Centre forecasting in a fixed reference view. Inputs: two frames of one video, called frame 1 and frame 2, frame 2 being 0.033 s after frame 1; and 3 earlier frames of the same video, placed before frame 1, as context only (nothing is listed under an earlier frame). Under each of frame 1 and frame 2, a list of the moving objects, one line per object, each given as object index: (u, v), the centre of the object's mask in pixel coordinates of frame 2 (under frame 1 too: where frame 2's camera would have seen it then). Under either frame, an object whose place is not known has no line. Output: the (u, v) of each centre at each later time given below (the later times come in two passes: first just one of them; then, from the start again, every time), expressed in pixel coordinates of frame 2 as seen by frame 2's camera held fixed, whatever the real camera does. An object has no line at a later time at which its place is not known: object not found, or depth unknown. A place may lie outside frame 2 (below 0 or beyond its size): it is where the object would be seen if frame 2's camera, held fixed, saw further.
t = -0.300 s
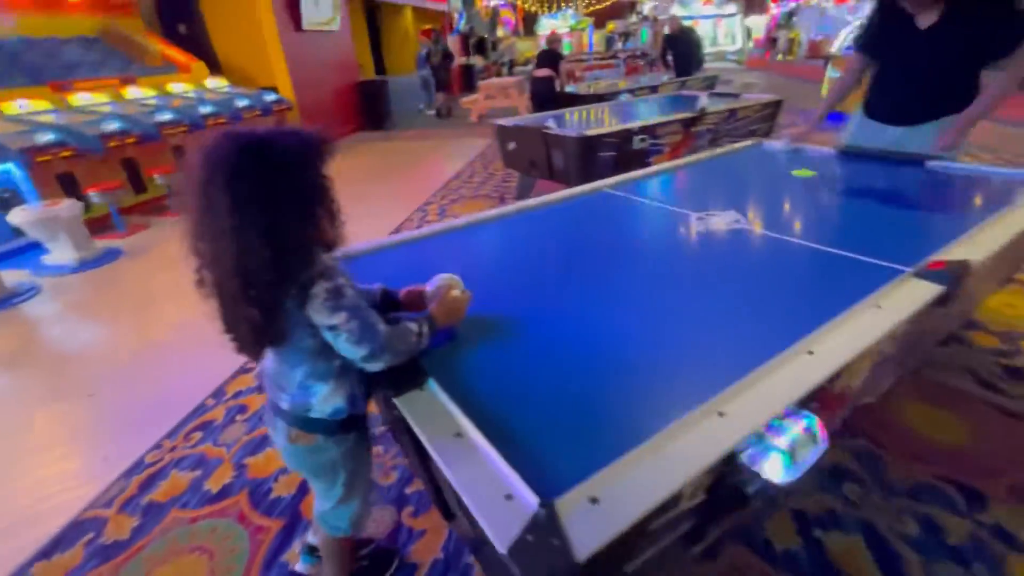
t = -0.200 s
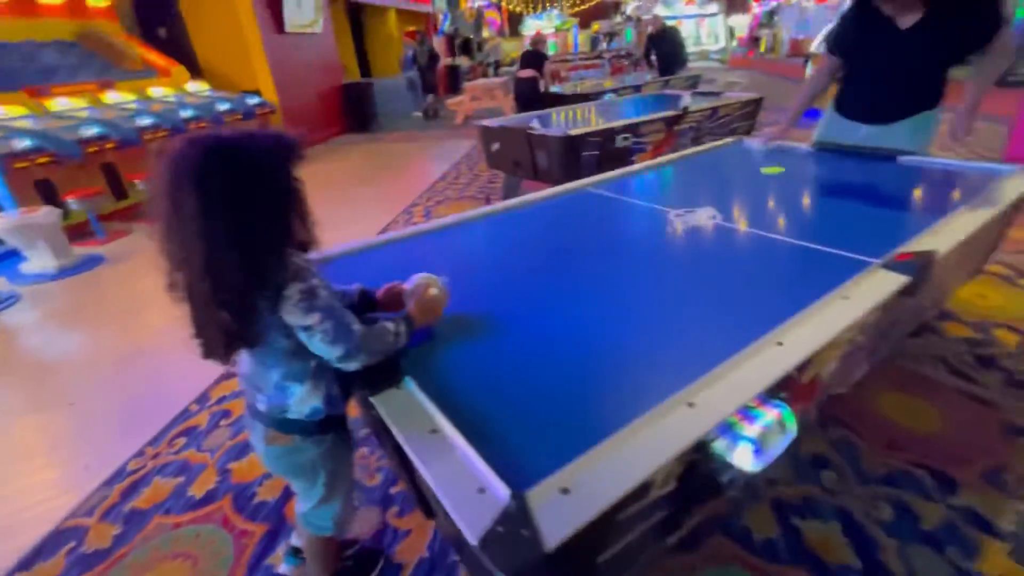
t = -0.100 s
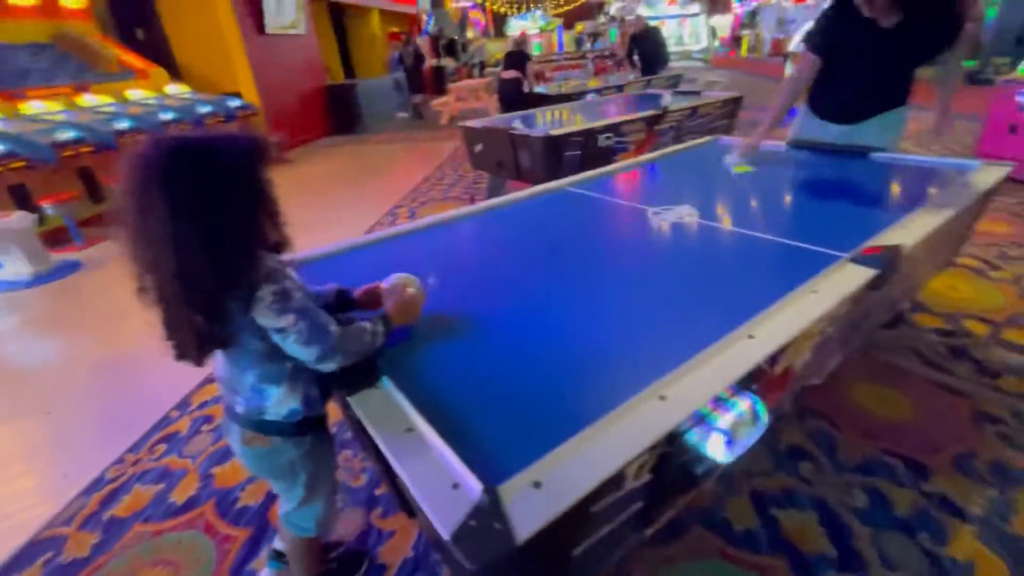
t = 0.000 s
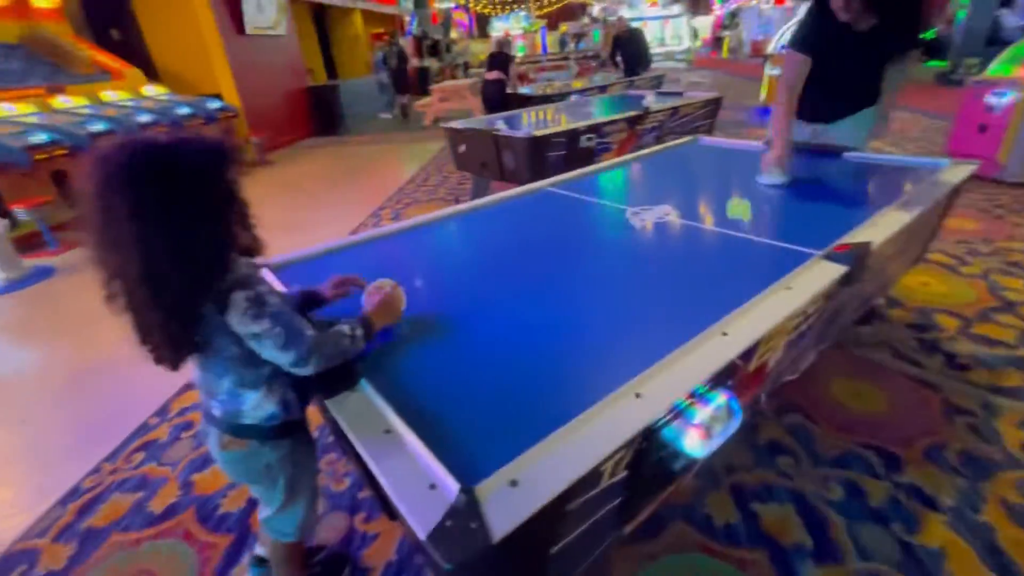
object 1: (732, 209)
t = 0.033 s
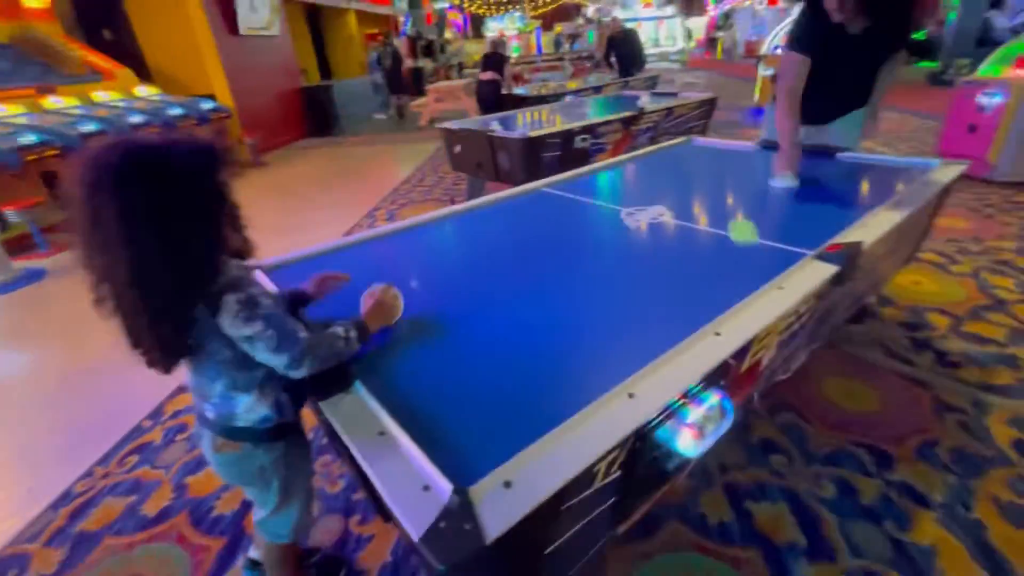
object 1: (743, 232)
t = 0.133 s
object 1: (644, 287)
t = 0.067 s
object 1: (758, 261)
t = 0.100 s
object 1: (721, 279)
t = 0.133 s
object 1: (644, 287)
